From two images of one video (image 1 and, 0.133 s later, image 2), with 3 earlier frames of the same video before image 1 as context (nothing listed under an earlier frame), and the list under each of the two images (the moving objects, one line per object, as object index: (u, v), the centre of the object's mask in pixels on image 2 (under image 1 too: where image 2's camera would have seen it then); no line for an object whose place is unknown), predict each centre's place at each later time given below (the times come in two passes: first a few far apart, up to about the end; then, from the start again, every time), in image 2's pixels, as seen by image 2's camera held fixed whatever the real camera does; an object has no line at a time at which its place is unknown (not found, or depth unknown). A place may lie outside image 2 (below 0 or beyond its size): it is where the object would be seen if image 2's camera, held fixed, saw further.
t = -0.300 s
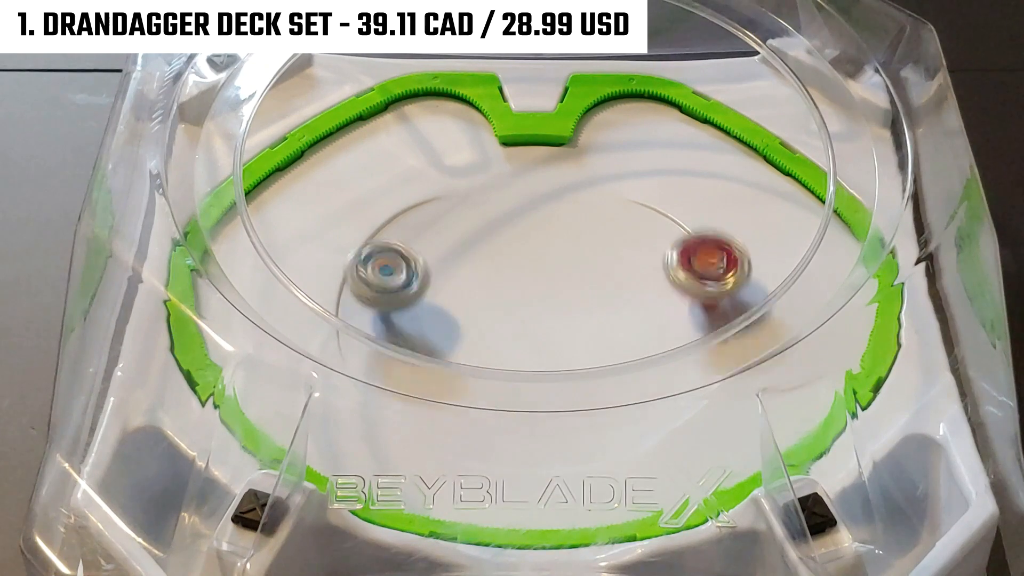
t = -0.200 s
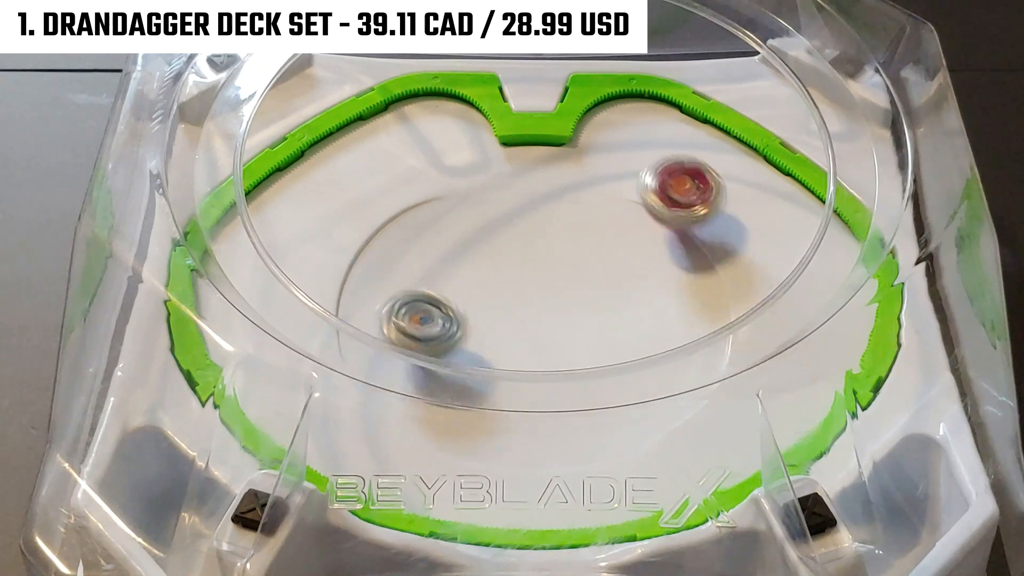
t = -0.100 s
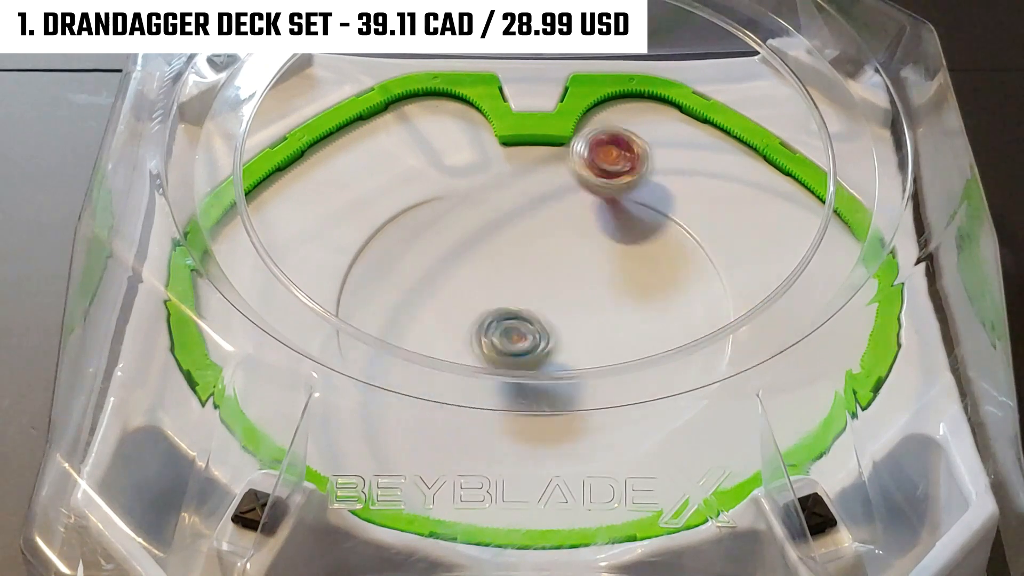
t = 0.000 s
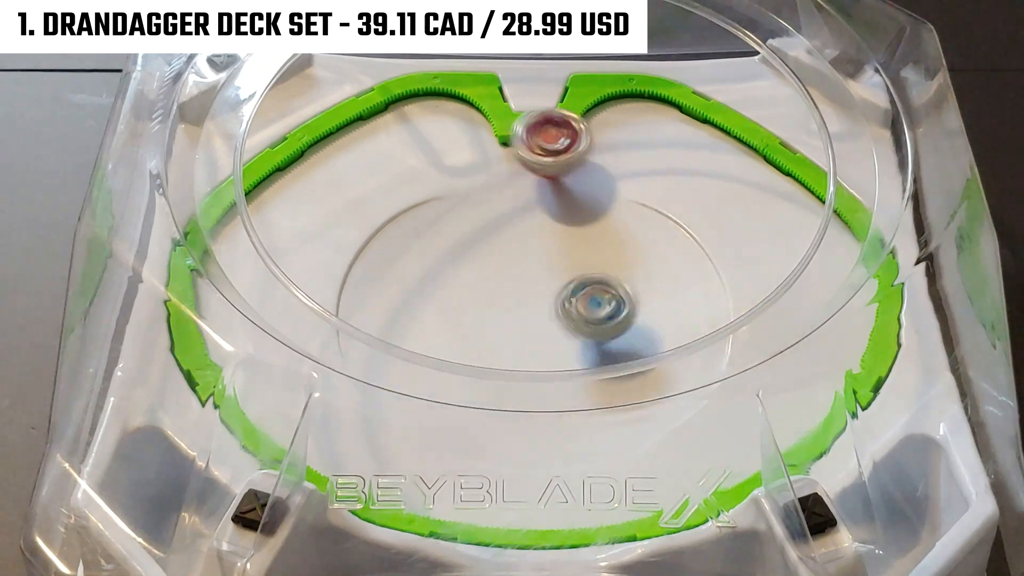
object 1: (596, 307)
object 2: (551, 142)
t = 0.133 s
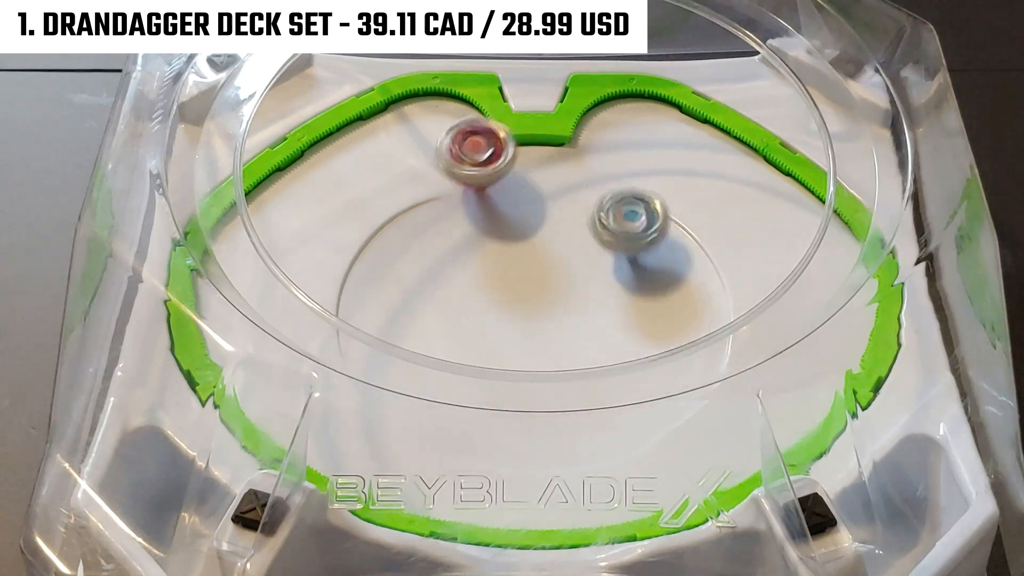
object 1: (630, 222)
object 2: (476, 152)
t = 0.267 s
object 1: (570, 154)
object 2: (443, 234)
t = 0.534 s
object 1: (435, 254)
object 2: (553, 359)
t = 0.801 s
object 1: (620, 389)
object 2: (704, 341)
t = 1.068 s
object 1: (590, 406)
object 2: (693, 131)
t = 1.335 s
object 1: (509, 401)
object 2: (605, 167)
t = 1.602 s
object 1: (457, 330)
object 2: (580, 394)
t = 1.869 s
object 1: (419, 275)
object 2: (605, 392)
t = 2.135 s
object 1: (486, 255)
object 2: (584, 316)
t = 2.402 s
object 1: (452, 83)
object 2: (545, 426)
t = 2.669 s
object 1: (394, 127)
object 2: (558, 391)
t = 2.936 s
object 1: (546, 257)
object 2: (455, 297)
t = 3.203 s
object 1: (681, 345)
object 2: (358, 296)
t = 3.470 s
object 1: (609, 379)
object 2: (445, 278)
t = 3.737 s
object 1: (435, 382)
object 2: (528, 208)
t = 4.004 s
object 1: (383, 305)
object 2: (546, 202)
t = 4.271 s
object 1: (407, 203)
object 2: (607, 290)
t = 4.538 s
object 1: (504, 180)
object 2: (658, 318)
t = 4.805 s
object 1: (612, 205)
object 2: (552, 331)
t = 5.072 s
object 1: (652, 279)
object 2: (462, 367)
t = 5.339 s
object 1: (616, 341)
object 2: (491, 333)
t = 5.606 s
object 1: (532, 368)
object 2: (479, 243)
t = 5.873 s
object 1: (462, 336)
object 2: (462, 240)
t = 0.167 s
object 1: (623, 201)
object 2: (465, 166)
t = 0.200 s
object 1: (609, 182)
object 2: (455, 187)
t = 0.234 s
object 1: (591, 166)
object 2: (446, 208)
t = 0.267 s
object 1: (570, 154)
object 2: (443, 234)
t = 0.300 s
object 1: (548, 147)
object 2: (445, 261)
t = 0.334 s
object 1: (525, 147)
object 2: (452, 283)
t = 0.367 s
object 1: (503, 153)
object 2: (465, 306)
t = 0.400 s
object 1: (483, 163)
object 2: (478, 323)
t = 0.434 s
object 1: (465, 178)
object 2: (496, 334)
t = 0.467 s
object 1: (448, 200)
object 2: (515, 341)
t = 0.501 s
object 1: (438, 225)
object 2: (536, 348)
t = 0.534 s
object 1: (435, 254)
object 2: (553, 359)
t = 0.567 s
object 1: (439, 282)
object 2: (575, 366)
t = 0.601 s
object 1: (450, 307)
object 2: (595, 368)
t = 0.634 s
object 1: (469, 331)
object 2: (618, 366)
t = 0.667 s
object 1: (493, 345)
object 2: (637, 371)
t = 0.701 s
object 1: (522, 367)
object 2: (658, 367)
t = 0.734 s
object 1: (553, 381)
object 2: (676, 361)
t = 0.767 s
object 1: (585, 388)
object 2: (692, 352)
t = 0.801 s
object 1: (620, 389)
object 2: (704, 341)
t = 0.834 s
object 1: (657, 388)
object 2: (712, 328)
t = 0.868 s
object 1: (673, 390)
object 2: (718, 298)
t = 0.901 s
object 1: (659, 394)
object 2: (727, 258)
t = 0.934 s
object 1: (641, 399)
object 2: (726, 222)
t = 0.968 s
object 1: (626, 401)
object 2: (723, 192)
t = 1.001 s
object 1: (613, 402)
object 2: (717, 169)
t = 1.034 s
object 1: (601, 404)
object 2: (707, 149)
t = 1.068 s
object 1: (590, 406)
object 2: (693, 131)
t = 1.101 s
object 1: (580, 406)
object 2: (677, 116)
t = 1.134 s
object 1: (570, 406)
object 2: (662, 105)
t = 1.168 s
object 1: (559, 406)
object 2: (643, 95)
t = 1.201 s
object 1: (548, 406)
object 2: (624, 89)
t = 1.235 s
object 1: (538, 405)
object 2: (604, 88)
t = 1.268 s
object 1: (528, 405)
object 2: (591, 101)
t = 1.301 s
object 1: (518, 403)
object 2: (598, 133)
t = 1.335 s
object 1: (509, 401)
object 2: (605, 167)
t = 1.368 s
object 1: (502, 392)
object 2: (611, 206)
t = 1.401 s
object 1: (495, 385)
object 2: (613, 243)
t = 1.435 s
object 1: (490, 380)
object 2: (613, 278)
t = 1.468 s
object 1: (485, 369)
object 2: (609, 311)
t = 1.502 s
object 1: (479, 357)
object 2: (602, 335)
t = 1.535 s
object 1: (473, 344)
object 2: (596, 361)
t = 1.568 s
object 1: (464, 338)
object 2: (587, 378)
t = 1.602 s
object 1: (457, 330)
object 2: (580, 394)
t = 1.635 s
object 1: (450, 322)
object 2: (574, 403)
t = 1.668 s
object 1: (442, 312)
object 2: (572, 411)
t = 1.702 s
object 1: (436, 303)
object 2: (571, 412)
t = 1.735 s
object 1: (430, 295)
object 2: (574, 411)
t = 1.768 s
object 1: (425, 288)
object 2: (579, 409)
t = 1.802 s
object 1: (420, 283)
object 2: (586, 405)
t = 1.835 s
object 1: (419, 279)
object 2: (595, 403)
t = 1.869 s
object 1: (419, 275)
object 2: (605, 392)
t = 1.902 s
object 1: (421, 273)
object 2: (615, 390)
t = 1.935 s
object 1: (426, 271)
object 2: (624, 383)
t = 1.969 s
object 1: (432, 269)
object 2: (631, 374)
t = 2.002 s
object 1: (440, 267)
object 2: (634, 362)
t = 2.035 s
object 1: (451, 265)
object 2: (628, 349)
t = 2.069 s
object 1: (461, 263)
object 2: (617, 335)
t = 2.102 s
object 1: (473, 259)
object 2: (602, 326)
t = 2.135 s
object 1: (486, 255)
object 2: (584, 316)
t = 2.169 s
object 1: (500, 251)
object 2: (563, 309)
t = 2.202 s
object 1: (509, 230)
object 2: (550, 319)
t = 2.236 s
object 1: (502, 186)
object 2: (545, 343)
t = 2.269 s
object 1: (497, 150)
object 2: (540, 368)
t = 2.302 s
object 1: (491, 120)
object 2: (537, 388)
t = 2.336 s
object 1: (487, 98)
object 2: (539, 405)
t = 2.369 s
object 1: (476, 84)
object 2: (542, 416)
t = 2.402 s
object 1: (452, 83)
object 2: (545, 426)
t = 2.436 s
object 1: (431, 83)
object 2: (550, 425)
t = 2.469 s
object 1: (410, 87)
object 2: (555, 424)
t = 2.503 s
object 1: (397, 93)
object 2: (558, 420)
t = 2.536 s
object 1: (387, 99)
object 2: (560, 417)
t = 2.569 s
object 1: (381, 106)
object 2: (559, 414)
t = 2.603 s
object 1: (380, 112)
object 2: (561, 409)
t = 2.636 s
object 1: (385, 120)
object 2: (561, 405)
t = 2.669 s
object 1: (394, 127)
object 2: (558, 391)
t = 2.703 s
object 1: (411, 137)
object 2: (551, 372)
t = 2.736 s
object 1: (429, 151)
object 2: (543, 361)
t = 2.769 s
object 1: (451, 167)
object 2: (531, 346)
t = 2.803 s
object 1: (468, 185)
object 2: (519, 337)
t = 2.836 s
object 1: (487, 205)
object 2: (506, 326)
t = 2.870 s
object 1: (504, 224)
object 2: (493, 314)
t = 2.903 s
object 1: (523, 243)
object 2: (479, 303)
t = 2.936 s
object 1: (546, 257)
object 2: (455, 297)
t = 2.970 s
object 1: (573, 264)
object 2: (427, 294)
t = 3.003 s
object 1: (595, 275)
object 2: (406, 293)
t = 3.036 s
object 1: (616, 286)
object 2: (389, 291)
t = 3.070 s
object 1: (631, 297)
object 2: (375, 292)
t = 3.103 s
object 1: (645, 309)
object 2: (364, 292)
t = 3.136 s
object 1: (658, 320)
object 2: (354, 291)
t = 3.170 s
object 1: (668, 327)
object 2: (349, 291)
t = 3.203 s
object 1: (681, 345)
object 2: (358, 296)
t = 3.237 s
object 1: (692, 357)
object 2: (365, 299)
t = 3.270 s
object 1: (686, 362)
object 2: (374, 301)
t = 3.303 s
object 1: (675, 372)
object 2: (381, 301)
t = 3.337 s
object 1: (662, 372)
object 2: (390, 299)
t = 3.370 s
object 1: (650, 373)
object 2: (402, 296)
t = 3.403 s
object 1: (639, 375)
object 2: (416, 292)
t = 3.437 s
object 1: (625, 377)
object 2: (430, 285)
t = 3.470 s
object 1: (609, 379)
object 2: (445, 278)
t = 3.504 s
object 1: (590, 381)
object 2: (460, 269)
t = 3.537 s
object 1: (571, 383)
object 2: (473, 260)
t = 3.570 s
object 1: (550, 386)
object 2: (484, 251)
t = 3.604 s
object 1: (526, 388)
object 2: (495, 242)
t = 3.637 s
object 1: (503, 388)
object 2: (505, 233)
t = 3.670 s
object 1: (480, 387)
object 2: (514, 224)
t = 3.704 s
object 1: (457, 385)
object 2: (522, 215)
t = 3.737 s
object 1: (435, 382)
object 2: (528, 208)
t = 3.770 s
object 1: (414, 376)
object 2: (534, 200)
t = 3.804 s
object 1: (395, 371)
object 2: (538, 193)
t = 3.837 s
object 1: (378, 363)
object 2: (542, 187)
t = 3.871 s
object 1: (378, 351)
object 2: (544, 185)
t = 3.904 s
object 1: (380, 338)
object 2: (545, 186)
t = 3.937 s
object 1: (386, 321)
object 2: (544, 189)
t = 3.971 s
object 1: (384, 313)
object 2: (545, 194)
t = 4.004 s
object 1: (383, 305)
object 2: (546, 202)
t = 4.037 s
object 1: (385, 293)
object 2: (548, 213)
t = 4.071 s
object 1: (386, 281)
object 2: (553, 225)
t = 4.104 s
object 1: (387, 268)
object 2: (560, 237)
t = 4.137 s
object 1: (389, 254)
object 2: (568, 250)
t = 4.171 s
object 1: (392, 241)
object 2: (577, 261)
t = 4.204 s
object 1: (397, 227)
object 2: (587, 271)
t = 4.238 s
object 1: (401, 215)
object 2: (597, 282)
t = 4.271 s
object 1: (407, 203)
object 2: (607, 290)
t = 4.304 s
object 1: (414, 193)
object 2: (617, 298)
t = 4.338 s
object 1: (423, 183)
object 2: (627, 305)
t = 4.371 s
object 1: (436, 182)
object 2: (637, 311)
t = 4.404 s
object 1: (448, 181)
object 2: (647, 316)
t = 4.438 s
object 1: (461, 181)
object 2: (655, 317)
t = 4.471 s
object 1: (473, 180)
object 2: (659, 318)
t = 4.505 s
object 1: (487, 180)
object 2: (660, 318)
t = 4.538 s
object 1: (504, 180)
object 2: (658, 318)
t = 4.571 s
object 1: (519, 180)
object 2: (653, 318)
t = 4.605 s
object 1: (535, 181)
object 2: (645, 317)
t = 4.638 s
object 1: (549, 182)
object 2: (634, 317)
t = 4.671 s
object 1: (563, 186)
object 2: (619, 318)
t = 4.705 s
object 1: (576, 189)
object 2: (602, 320)
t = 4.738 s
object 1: (589, 194)
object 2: (585, 323)
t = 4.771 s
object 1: (601, 199)
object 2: (568, 327)
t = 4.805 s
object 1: (612, 205)
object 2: (552, 331)
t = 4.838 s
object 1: (622, 211)
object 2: (535, 335)
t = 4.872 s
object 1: (630, 219)
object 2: (520, 338)
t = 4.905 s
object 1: (637, 228)
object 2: (507, 341)
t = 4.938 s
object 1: (642, 237)
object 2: (495, 344)
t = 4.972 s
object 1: (645, 248)
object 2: (484, 352)
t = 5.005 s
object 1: (649, 258)
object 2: (475, 357)
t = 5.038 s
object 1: (651, 268)
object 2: (466, 362)
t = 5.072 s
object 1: (652, 279)
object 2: (462, 367)
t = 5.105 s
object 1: (651, 289)
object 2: (460, 369)
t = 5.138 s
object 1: (650, 299)
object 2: (460, 370)
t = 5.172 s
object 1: (648, 309)
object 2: (465, 369)
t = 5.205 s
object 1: (644, 318)
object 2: (470, 366)
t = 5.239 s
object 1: (640, 325)
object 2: (476, 361)
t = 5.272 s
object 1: (632, 331)
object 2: (483, 354)
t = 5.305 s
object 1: (624, 336)
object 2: (488, 341)
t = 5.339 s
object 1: (616, 341)
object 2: (491, 333)
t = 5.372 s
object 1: (606, 345)
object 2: (493, 321)
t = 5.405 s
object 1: (599, 355)
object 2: (494, 308)
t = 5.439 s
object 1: (588, 360)
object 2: (494, 296)
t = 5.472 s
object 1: (575, 364)
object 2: (492, 283)
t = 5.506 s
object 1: (565, 367)
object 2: (489, 272)
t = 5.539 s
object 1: (554, 369)
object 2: (486, 262)
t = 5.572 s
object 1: (542, 369)
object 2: (482, 252)
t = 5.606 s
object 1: (532, 368)
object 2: (479, 243)
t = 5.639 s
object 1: (521, 368)
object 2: (474, 235)
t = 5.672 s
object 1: (510, 365)
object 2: (469, 227)
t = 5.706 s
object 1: (501, 362)
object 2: (462, 224)
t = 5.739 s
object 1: (492, 357)
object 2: (457, 223)
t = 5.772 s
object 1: (484, 348)
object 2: (455, 224)
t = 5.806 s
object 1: (475, 344)
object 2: (455, 228)
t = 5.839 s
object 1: (467, 340)
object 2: (457, 233)
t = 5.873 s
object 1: (462, 336)
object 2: (462, 240)
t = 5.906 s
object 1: (457, 331)
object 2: (471, 249)
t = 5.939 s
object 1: (452, 326)
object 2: (482, 256)
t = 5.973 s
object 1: (447, 320)
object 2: (496, 264)
